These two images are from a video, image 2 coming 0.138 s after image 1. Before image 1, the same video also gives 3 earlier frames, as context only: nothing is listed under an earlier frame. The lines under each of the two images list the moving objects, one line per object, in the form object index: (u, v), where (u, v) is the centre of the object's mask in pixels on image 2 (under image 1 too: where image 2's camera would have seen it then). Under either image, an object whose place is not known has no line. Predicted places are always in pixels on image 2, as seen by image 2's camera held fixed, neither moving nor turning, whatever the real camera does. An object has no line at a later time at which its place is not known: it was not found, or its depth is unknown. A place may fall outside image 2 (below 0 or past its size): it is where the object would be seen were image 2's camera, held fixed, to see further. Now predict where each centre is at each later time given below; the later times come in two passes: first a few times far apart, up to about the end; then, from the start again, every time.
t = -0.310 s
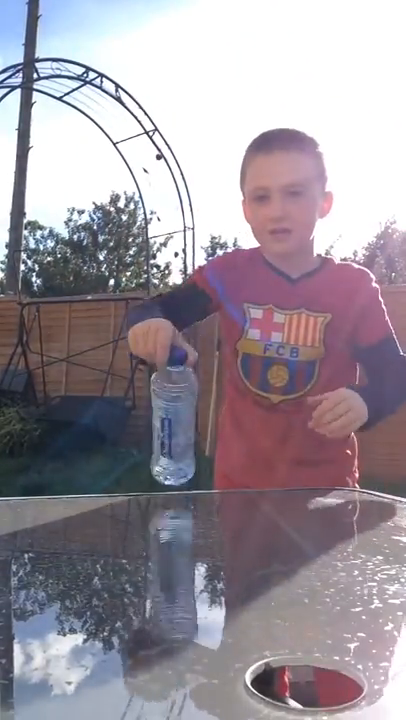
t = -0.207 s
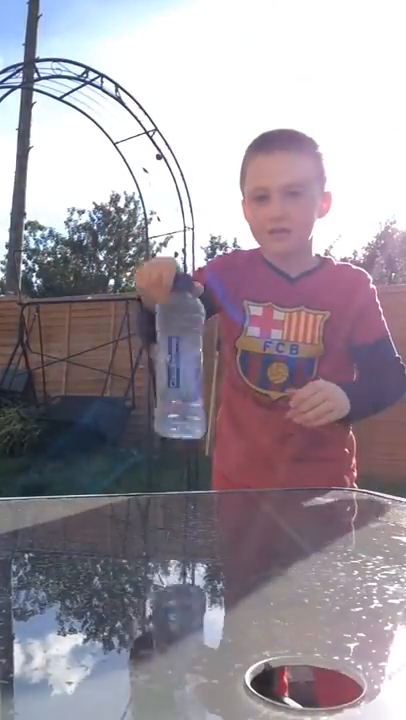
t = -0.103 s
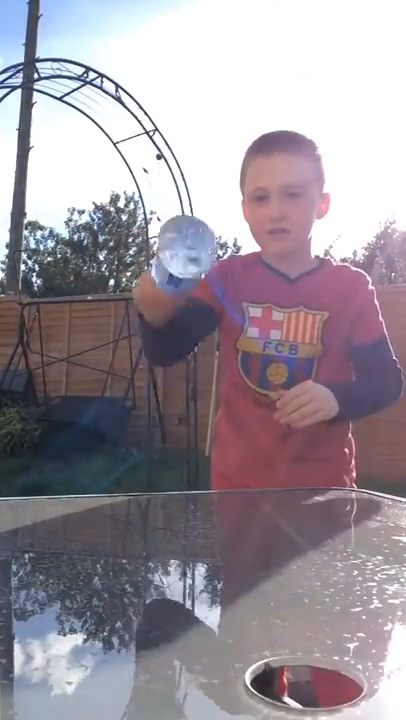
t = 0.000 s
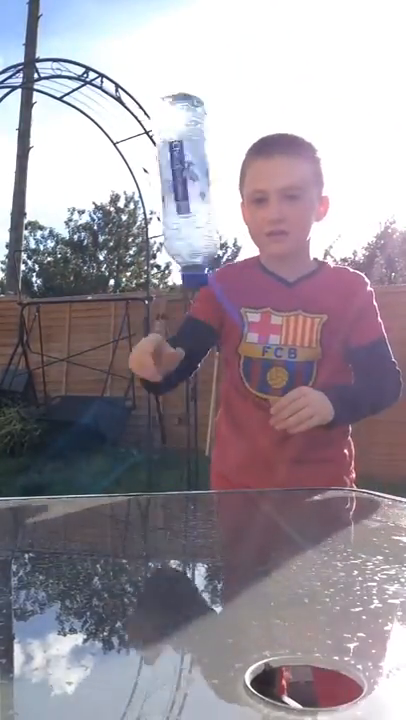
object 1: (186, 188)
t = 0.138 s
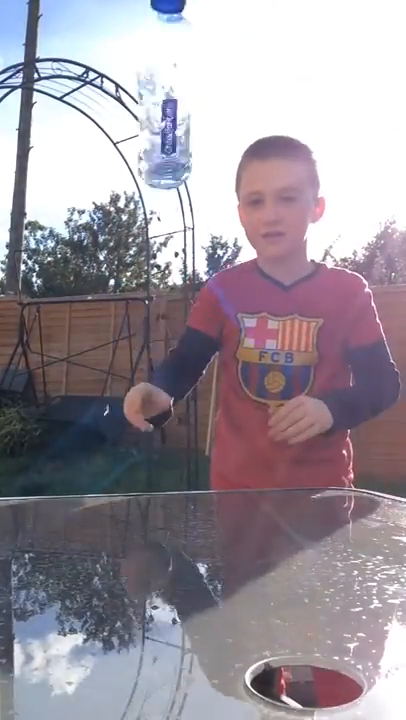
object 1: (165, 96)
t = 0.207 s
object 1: (152, 162)
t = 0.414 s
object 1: (106, 478)
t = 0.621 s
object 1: (37, 500)
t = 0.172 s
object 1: (157, 121)
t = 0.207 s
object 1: (152, 162)
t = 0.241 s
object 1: (146, 214)
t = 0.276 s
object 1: (138, 285)
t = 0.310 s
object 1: (132, 365)
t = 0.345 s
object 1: (124, 456)
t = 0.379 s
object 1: (115, 464)
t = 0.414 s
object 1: (106, 478)
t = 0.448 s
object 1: (97, 487)
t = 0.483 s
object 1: (84, 498)
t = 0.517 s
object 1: (69, 500)
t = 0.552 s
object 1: (57, 499)
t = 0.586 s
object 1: (47, 499)
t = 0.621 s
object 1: (37, 500)
